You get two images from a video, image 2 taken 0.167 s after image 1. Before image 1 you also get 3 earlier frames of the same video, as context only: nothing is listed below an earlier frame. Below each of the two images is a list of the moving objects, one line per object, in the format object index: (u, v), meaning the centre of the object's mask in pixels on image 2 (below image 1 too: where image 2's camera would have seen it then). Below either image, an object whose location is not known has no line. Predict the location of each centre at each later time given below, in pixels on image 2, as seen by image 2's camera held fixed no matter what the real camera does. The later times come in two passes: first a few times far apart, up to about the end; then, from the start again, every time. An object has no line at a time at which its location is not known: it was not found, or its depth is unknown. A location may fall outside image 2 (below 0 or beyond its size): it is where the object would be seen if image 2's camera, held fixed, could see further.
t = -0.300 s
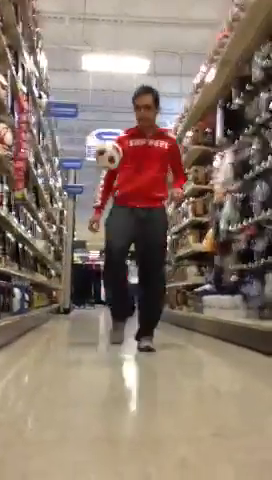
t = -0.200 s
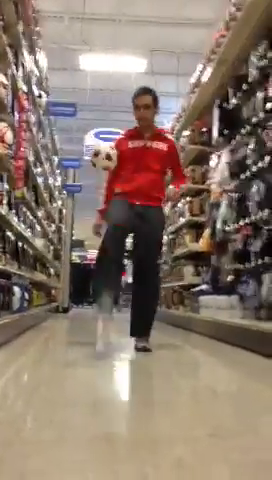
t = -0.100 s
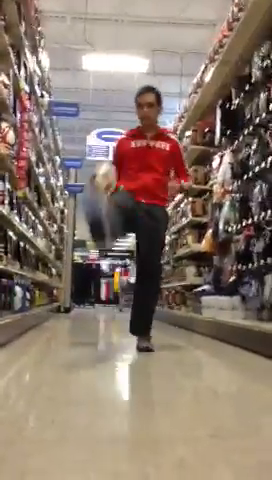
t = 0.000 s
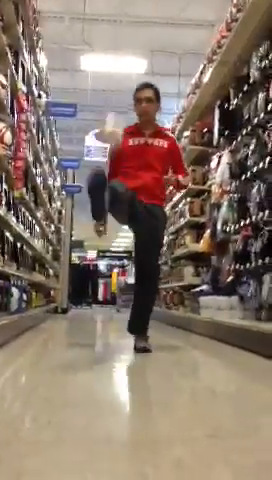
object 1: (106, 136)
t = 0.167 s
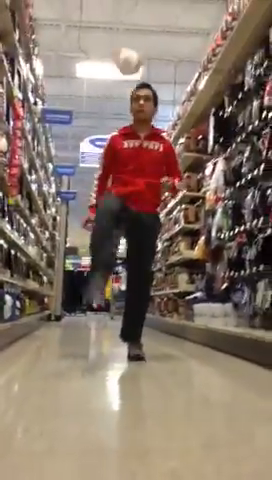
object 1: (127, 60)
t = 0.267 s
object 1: (137, 42)
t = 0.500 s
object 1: (159, 62)
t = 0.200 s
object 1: (131, 53)
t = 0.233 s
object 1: (134, 47)
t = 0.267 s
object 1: (137, 42)
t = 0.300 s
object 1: (142, 41)
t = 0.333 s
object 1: (145, 40)
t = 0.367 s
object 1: (149, 41)
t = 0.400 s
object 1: (151, 42)
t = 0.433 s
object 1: (151, 43)
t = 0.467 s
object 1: (156, 55)
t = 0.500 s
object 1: (159, 62)
